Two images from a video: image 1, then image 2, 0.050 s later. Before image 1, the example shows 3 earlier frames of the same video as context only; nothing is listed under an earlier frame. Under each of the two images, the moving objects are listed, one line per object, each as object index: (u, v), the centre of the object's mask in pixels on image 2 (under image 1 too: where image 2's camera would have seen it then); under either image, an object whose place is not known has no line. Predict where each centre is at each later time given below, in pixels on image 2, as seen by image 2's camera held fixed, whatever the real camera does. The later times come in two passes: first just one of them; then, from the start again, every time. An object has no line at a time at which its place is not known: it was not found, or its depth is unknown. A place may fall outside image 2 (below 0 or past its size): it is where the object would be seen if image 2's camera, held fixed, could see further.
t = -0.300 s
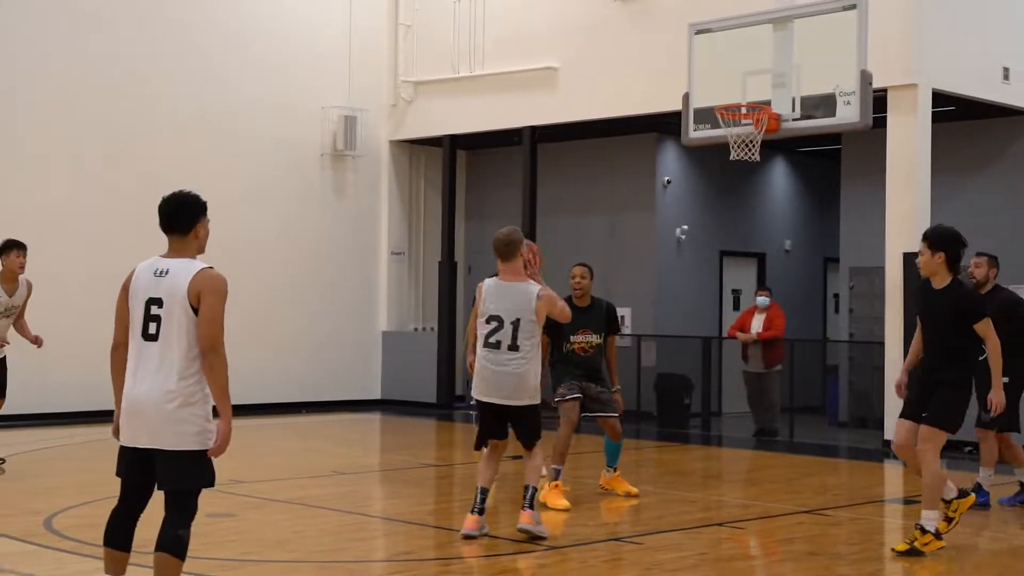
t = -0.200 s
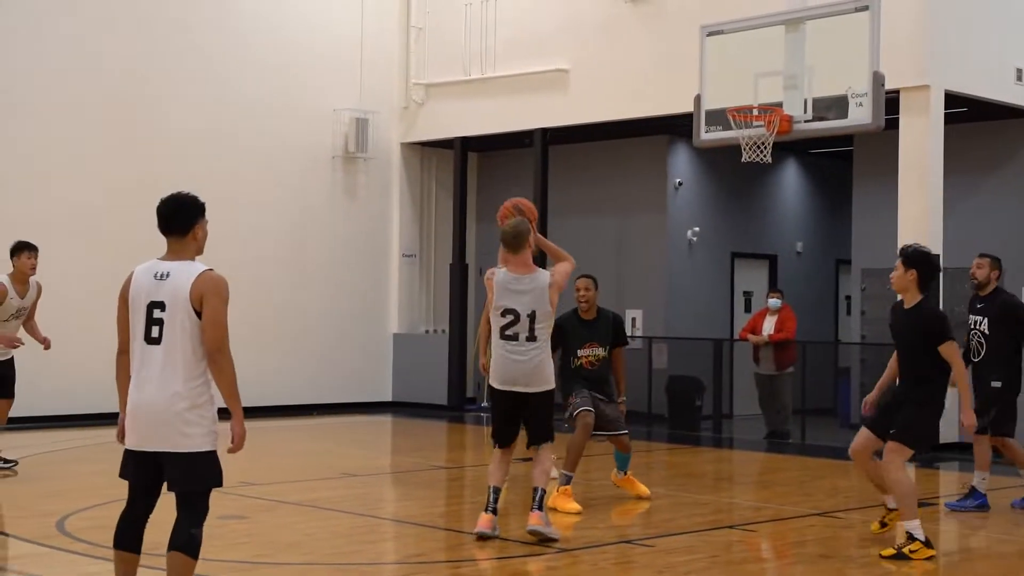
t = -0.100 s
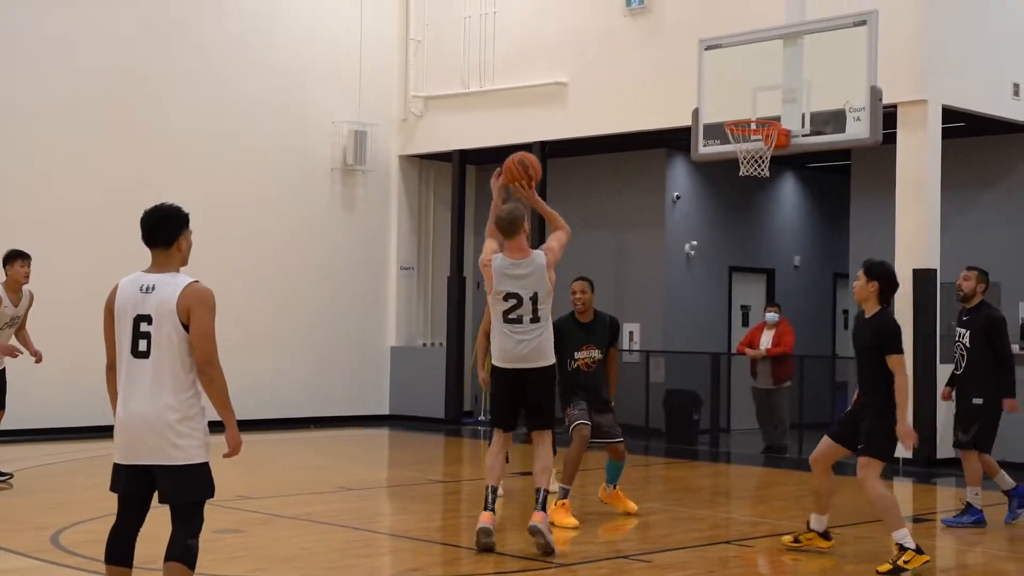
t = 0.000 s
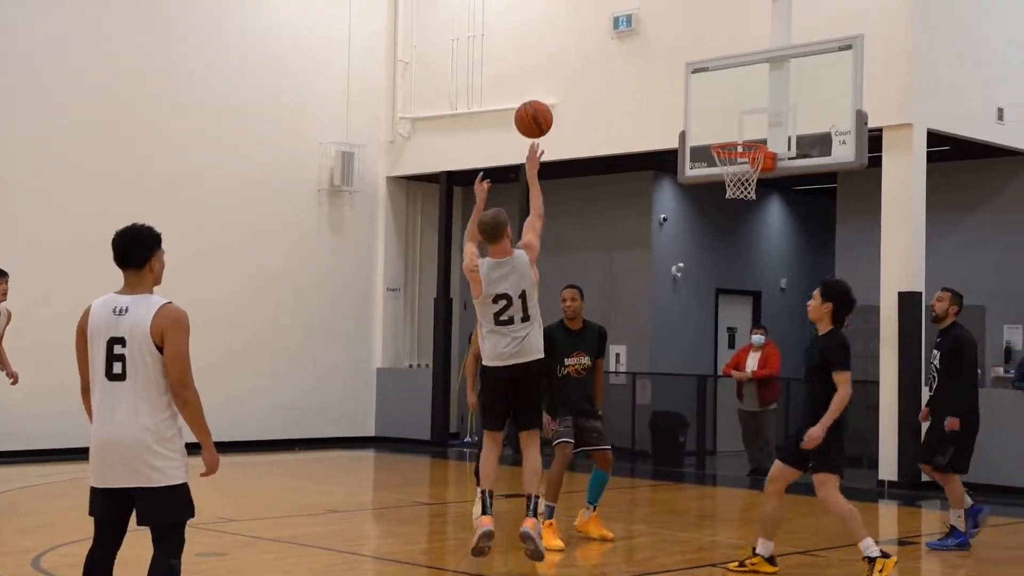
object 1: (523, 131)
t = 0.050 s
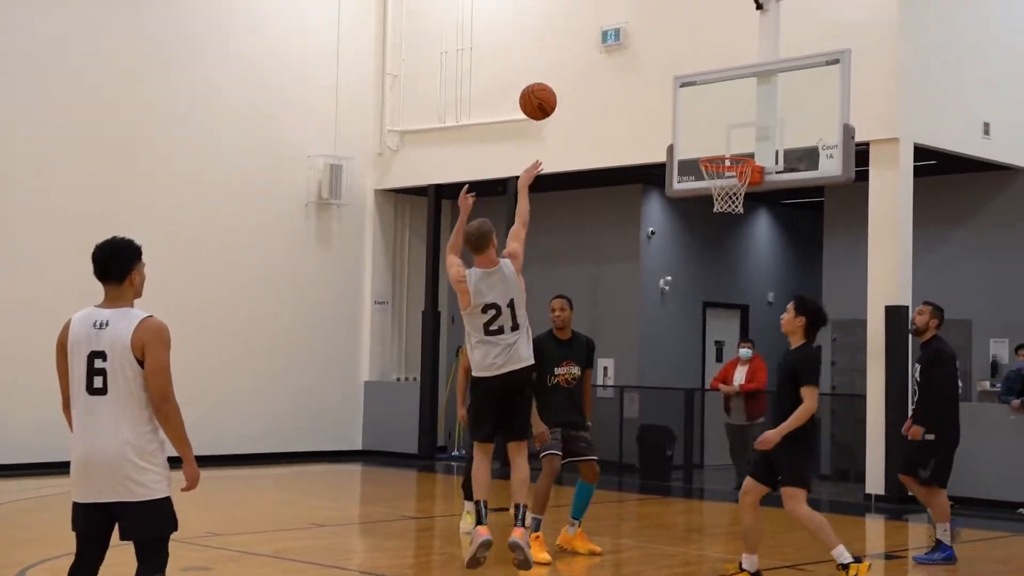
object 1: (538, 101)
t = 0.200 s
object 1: (583, 35)
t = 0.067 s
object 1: (543, 92)
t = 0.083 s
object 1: (548, 83)
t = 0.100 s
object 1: (554, 74)
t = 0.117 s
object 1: (559, 67)
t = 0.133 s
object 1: (564, 59)
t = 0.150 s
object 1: (568, 53)
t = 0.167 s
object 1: (573, 46)
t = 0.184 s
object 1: (578, 41)
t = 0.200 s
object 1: (583, 35)
